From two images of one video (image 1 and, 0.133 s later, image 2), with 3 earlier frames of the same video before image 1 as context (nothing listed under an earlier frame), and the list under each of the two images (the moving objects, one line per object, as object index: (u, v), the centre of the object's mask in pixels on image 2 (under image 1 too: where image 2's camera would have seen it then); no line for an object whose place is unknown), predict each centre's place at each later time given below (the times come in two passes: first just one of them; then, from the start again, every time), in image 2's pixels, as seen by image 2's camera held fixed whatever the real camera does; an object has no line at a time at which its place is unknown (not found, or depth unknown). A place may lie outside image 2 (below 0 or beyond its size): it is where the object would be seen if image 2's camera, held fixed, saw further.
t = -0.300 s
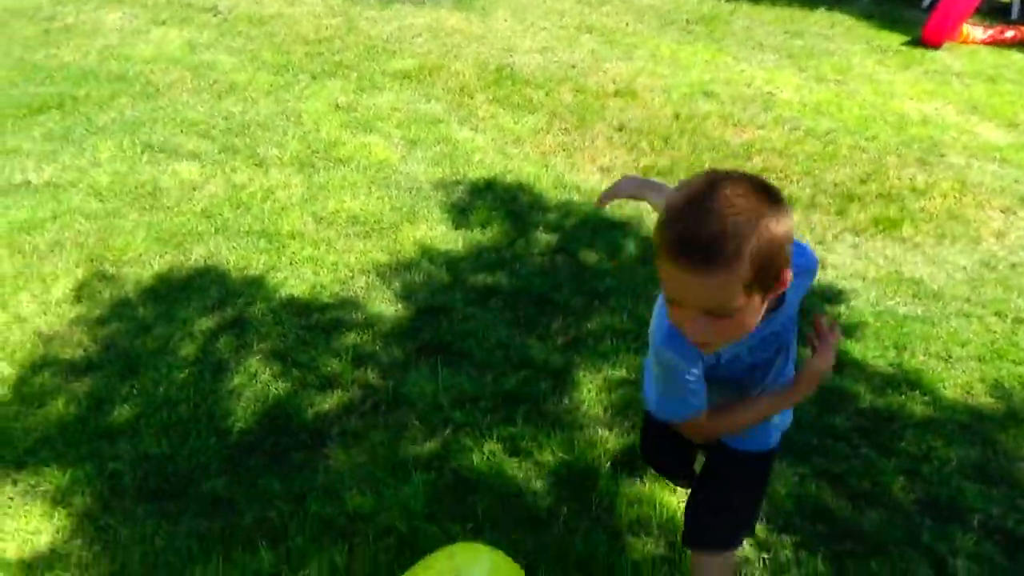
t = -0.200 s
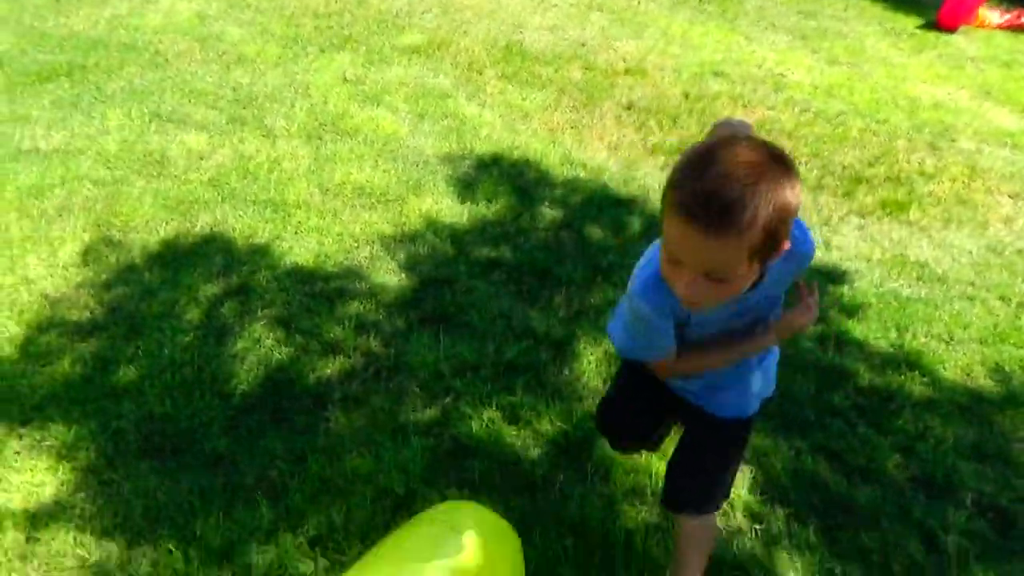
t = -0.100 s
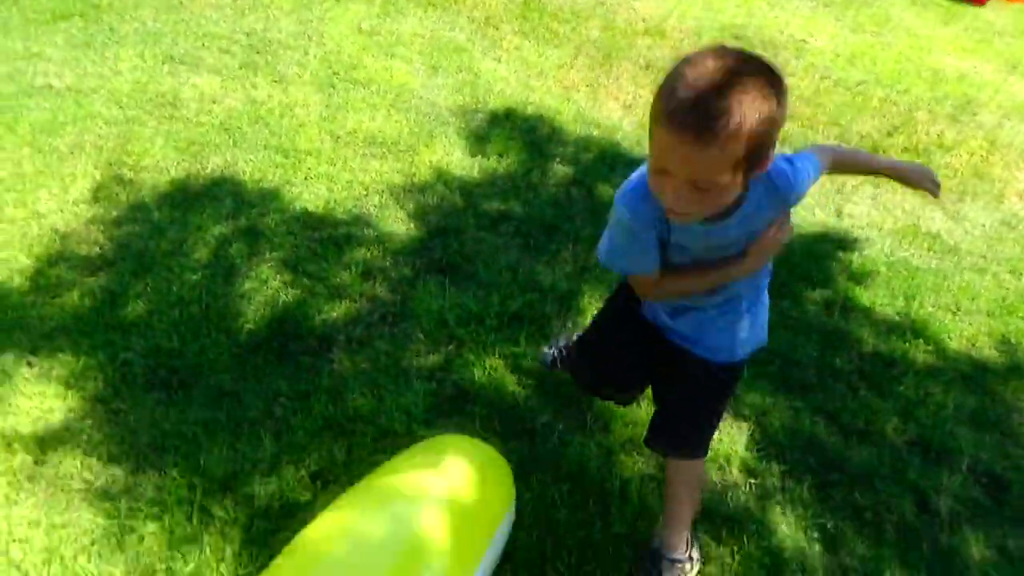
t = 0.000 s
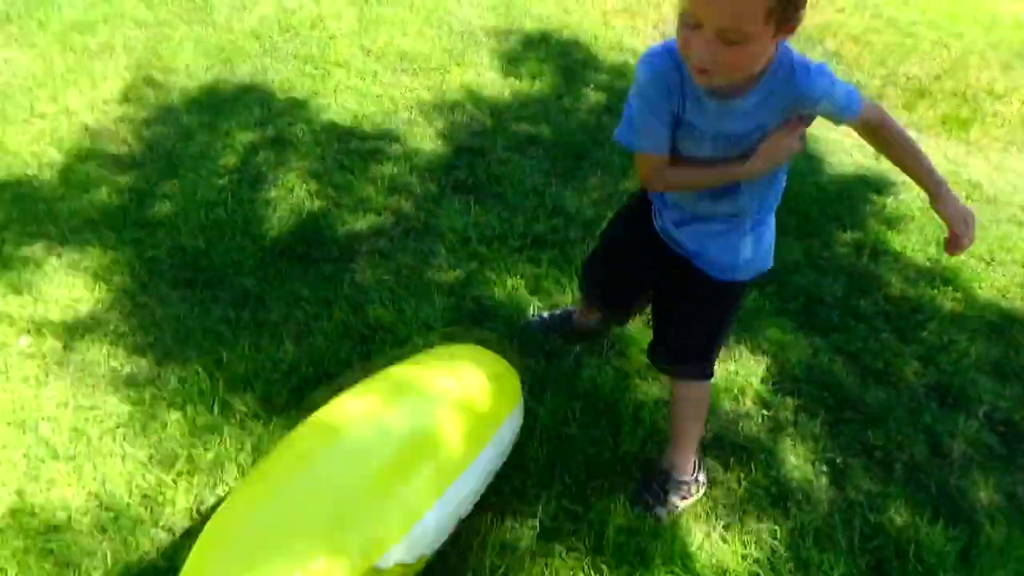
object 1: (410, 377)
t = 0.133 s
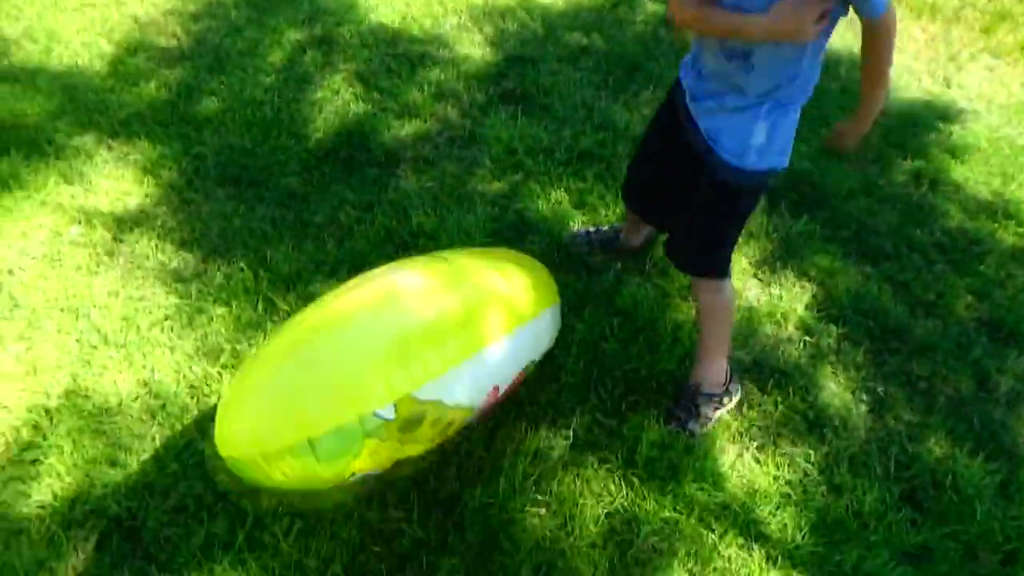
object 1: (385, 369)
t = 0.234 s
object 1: (392, 339)
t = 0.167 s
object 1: (390, 356)
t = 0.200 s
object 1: (389, 350)
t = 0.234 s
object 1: (392, 339)
